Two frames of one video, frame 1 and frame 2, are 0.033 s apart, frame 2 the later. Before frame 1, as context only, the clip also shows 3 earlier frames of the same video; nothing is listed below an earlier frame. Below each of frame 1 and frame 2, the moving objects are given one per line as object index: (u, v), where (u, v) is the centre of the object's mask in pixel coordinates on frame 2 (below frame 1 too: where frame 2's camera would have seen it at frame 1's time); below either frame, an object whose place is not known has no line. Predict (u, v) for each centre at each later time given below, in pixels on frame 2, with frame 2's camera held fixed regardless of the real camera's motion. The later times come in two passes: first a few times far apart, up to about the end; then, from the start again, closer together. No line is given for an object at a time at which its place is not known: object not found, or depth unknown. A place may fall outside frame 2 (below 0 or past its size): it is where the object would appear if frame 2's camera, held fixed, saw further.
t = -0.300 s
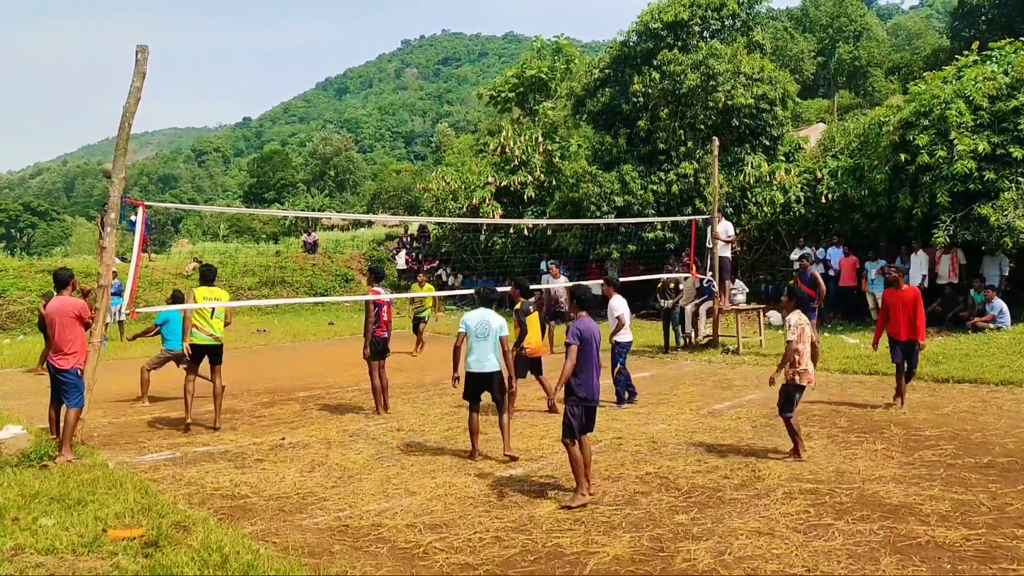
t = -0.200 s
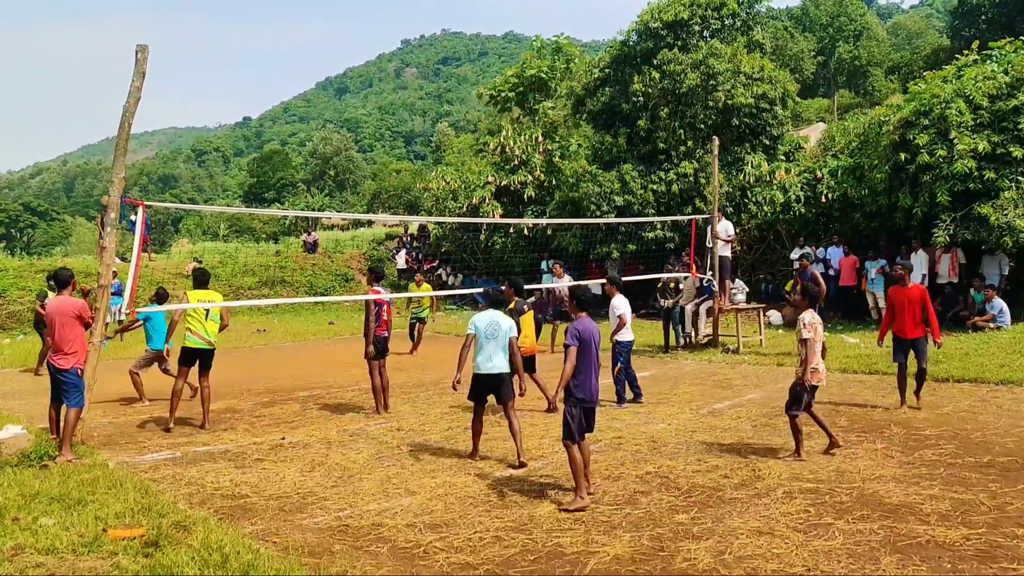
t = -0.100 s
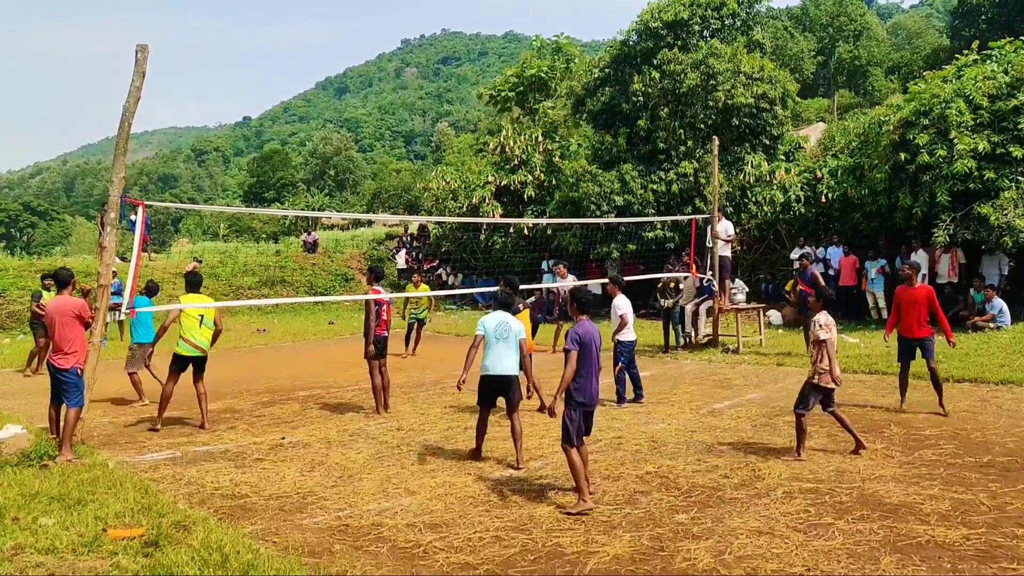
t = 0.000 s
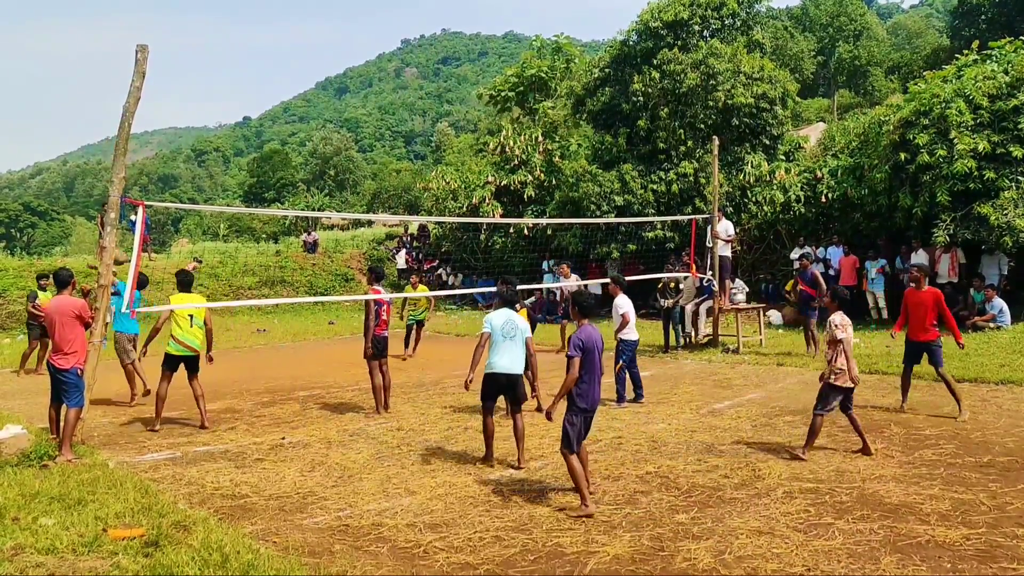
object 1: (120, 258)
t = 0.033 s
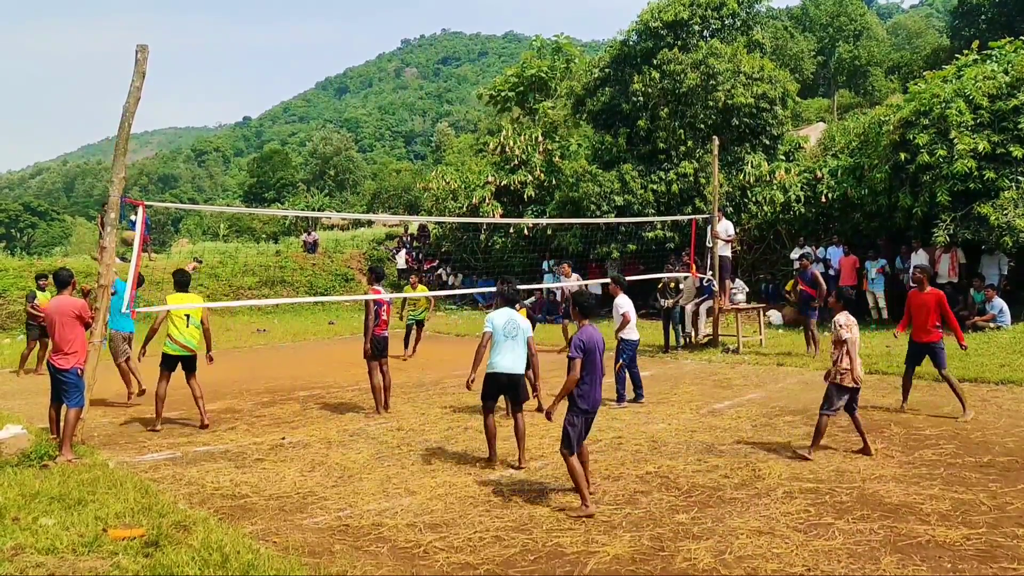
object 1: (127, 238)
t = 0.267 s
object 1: (207, 131)
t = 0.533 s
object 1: (289, 65)
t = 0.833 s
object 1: (374, 54)
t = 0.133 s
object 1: (163, 185)
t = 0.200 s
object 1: (185, 156)
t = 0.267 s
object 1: (207, 131)
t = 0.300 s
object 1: (217, 119)
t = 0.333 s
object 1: (228, 109)
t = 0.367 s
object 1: (238, 99)
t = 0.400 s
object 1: (248, 91)
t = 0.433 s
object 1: (259, 83)
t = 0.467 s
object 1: (269, 76)
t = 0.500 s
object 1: (279, 70)
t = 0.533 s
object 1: (289, 65)
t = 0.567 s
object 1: (299, 61)
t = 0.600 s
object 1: (308, 58)
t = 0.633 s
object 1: (318, 55)
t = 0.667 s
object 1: (327, 53)
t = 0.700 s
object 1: (337, 52)
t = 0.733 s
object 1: (347, 51)
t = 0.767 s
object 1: (356, 52)
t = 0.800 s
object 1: (365, 53)
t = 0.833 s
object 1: (374, 54)
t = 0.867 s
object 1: (383, 57)
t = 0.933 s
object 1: (401, 64)
